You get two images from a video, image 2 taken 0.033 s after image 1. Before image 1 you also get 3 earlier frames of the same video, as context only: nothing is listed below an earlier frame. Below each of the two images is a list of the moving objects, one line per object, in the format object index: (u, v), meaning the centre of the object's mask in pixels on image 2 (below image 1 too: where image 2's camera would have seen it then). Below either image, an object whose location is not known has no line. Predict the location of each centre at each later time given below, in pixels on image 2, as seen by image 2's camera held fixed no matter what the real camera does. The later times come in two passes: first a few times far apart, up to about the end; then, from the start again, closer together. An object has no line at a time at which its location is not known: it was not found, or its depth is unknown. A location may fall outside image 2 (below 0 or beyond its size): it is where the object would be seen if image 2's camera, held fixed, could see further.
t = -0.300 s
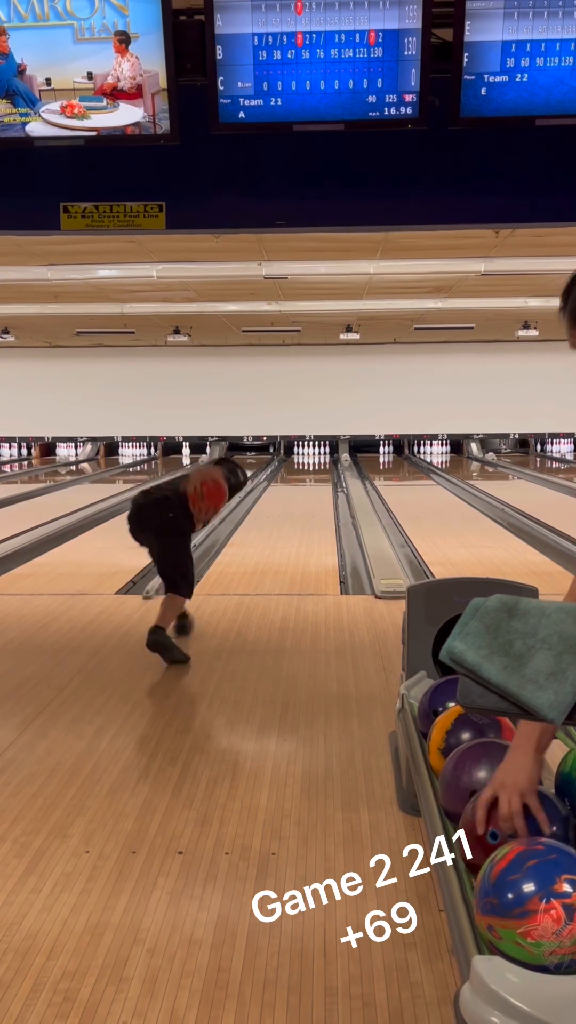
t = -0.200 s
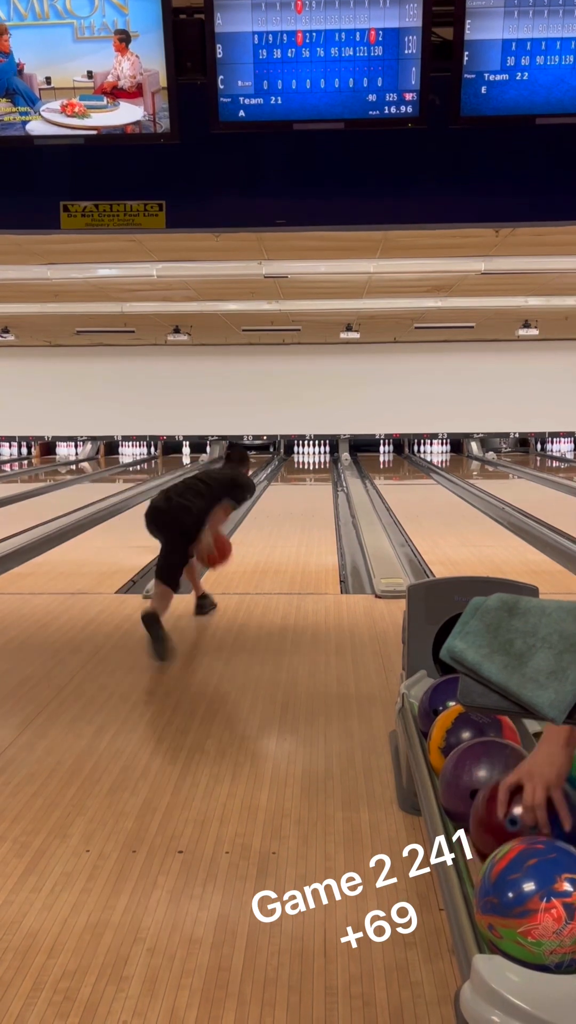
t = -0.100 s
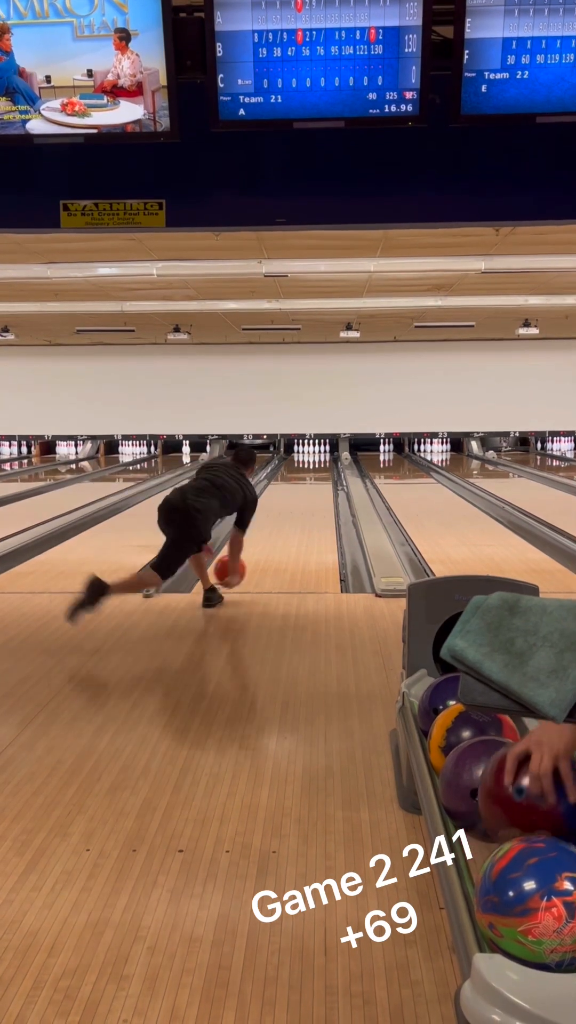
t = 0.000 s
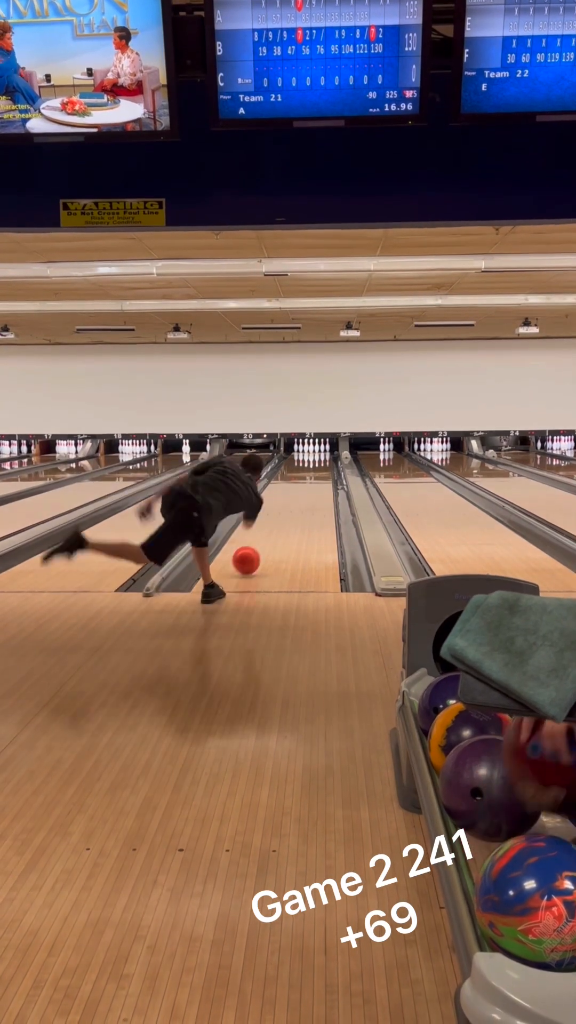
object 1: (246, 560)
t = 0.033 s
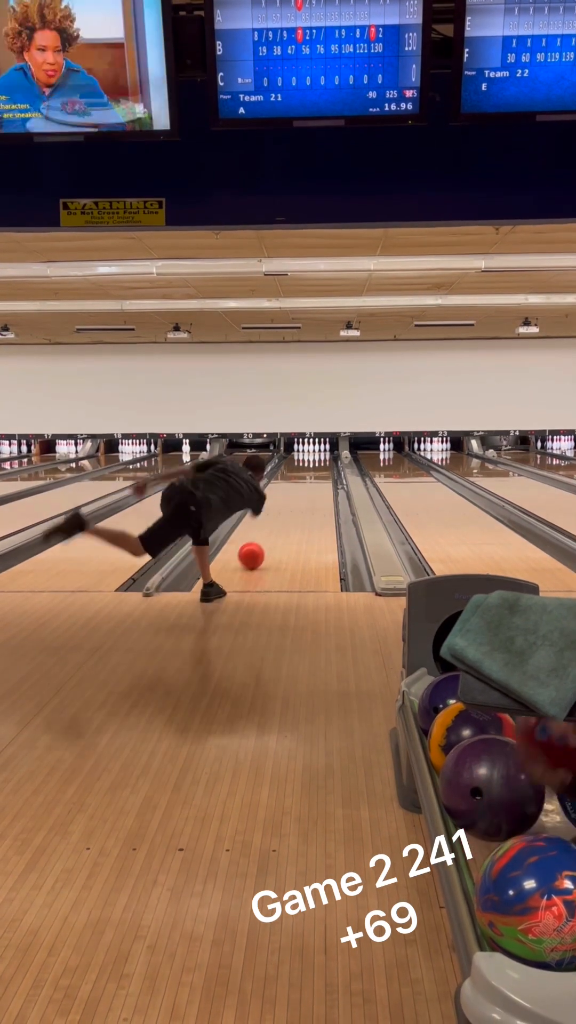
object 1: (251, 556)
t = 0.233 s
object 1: (274, 528)
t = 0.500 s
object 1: (293, 503)
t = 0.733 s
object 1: (304, 489)
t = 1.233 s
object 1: (317, 469)
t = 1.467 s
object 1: (319, 463)
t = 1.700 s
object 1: (321, 459)
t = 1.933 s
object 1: (319, 454)
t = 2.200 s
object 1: (313, 452)
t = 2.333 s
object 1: (311, 450)
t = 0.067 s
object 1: (256, 550)
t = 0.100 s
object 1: (260, 545)
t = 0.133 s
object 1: (264, 541)
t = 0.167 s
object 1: (267, 536)
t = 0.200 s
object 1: (271, 532)
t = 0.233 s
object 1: (274, 528)
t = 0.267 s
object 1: (277, 524)
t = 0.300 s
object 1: (279, 521)
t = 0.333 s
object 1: (282, 517)
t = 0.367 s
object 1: (284, 514)
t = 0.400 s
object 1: (287, 511)
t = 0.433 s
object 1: (289, 508)
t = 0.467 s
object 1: (291, 506)
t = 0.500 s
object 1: (293, 503)
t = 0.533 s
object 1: (295, 501)
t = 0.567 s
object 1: (296, 499)
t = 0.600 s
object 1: (298, 499)
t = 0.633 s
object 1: (300, 493)
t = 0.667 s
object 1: (301, 493)
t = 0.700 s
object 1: (302, 491)
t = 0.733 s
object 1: (304, 489)
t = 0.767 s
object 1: (305, 487)
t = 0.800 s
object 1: (306, 485)
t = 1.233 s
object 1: (317, 469)
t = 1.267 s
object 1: (317, 468)
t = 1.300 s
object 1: (318, 467)
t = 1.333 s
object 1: (319, 466)
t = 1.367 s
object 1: (319, 465)
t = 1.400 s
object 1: (319, 464)
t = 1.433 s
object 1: (319, 464)
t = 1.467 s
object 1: (319, 463)
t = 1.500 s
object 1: (320, 462)
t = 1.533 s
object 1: (320, 462)
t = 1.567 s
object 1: (320, 462)
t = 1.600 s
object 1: (321, 460)
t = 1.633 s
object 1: (321, 459)
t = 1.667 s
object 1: (321, 459)
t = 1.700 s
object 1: (321, 459)
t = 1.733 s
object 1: (321, 458)
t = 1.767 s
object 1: (321, 458)
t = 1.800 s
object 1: (321, 458)
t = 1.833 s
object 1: (321, 457)
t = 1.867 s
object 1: (320, 455)
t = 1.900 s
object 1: (320, 455)
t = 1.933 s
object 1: (319, 454)
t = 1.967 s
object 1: (319, 454)
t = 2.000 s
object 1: (318, 453)
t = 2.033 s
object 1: (317, 453)
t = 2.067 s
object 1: (317, 453)
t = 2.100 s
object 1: (316, 452)
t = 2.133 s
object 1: (315, 452)
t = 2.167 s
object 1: (314, 451)
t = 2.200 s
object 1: (313, 452)
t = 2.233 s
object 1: (312, 453)
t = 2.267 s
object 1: (312, 451)
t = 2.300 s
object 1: (311, 450)
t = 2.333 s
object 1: (311, 450)
